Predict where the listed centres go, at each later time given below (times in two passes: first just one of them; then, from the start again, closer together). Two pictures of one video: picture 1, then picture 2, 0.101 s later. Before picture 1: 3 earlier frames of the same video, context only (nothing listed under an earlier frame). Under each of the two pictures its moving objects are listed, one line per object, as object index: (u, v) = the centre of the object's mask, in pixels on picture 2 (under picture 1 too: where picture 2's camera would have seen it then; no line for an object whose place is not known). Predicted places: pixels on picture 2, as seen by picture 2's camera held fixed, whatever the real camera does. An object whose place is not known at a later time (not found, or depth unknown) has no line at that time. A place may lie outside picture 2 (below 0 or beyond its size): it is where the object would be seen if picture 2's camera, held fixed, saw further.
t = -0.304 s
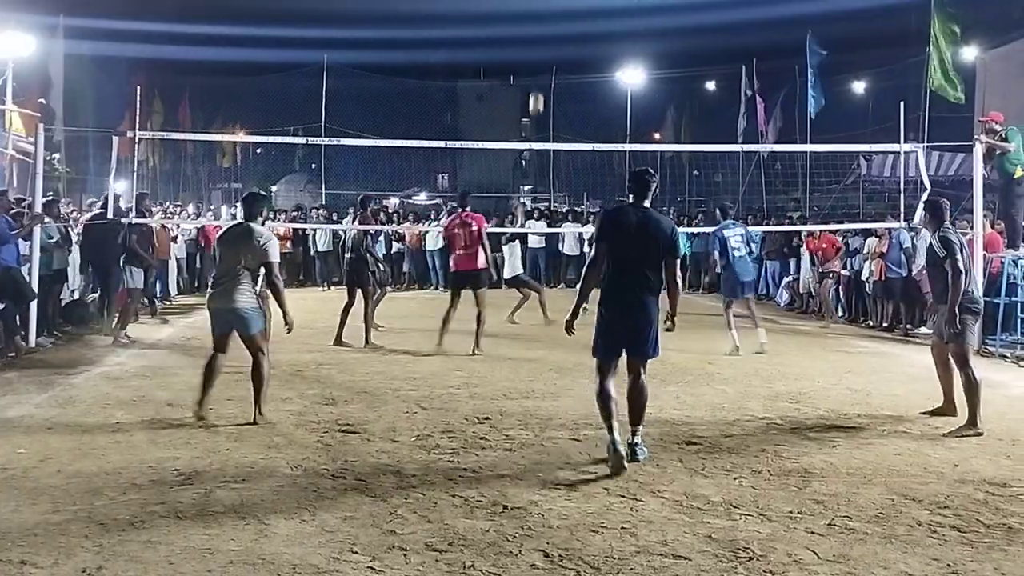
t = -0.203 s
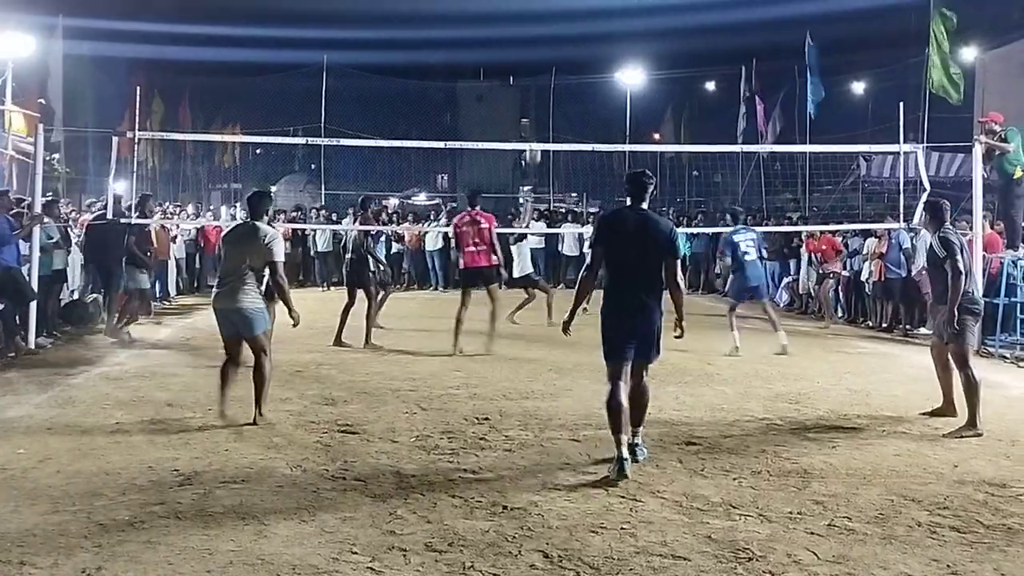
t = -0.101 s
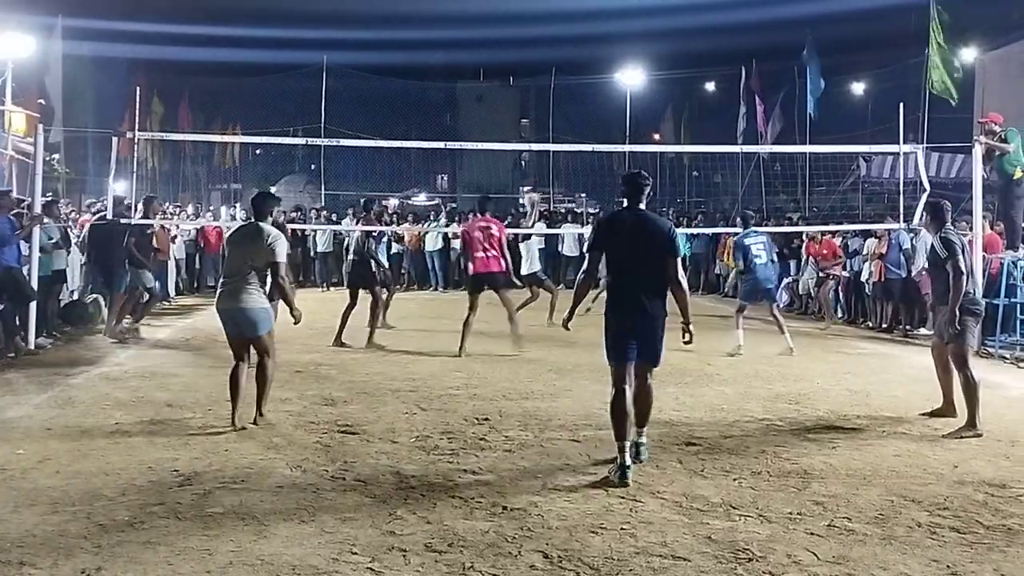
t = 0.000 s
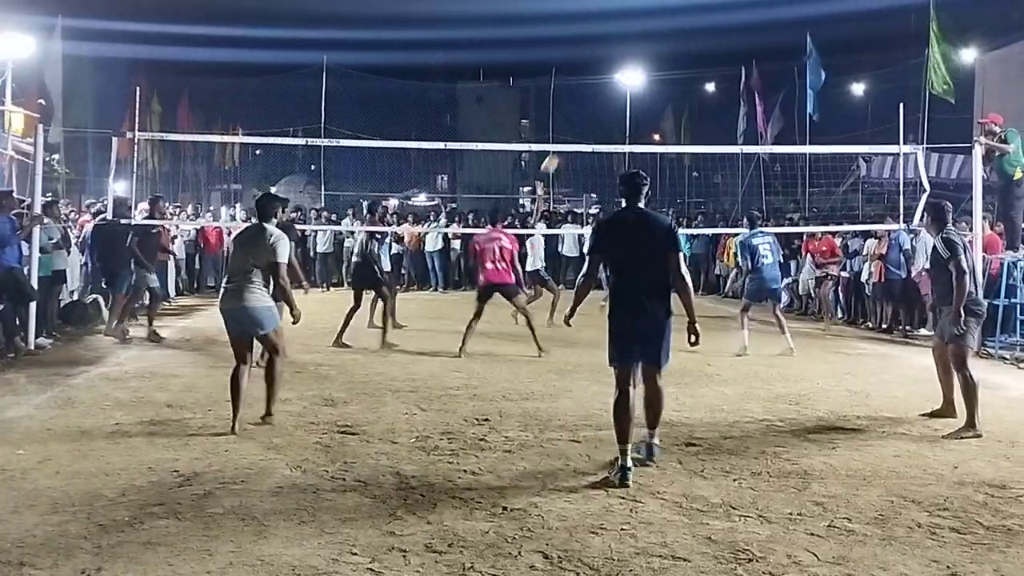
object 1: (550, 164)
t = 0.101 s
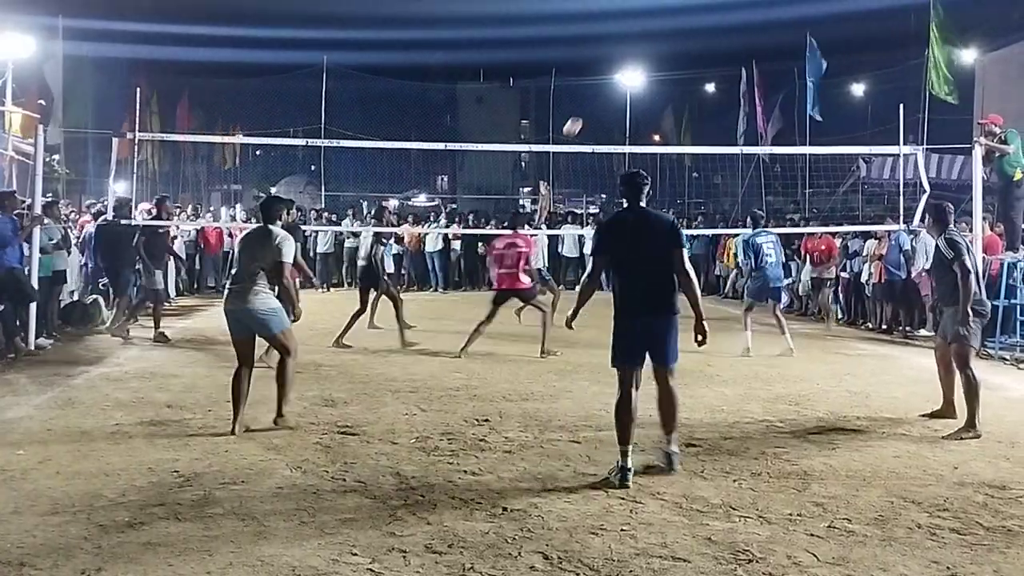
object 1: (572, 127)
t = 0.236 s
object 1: (603, 85)
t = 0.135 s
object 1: (579, 115)
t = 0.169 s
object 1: (587, 105)
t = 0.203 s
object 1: (595, 94)
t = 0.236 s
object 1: (603, 85)
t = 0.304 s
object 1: (615, 67)
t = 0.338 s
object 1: (626, 62)
